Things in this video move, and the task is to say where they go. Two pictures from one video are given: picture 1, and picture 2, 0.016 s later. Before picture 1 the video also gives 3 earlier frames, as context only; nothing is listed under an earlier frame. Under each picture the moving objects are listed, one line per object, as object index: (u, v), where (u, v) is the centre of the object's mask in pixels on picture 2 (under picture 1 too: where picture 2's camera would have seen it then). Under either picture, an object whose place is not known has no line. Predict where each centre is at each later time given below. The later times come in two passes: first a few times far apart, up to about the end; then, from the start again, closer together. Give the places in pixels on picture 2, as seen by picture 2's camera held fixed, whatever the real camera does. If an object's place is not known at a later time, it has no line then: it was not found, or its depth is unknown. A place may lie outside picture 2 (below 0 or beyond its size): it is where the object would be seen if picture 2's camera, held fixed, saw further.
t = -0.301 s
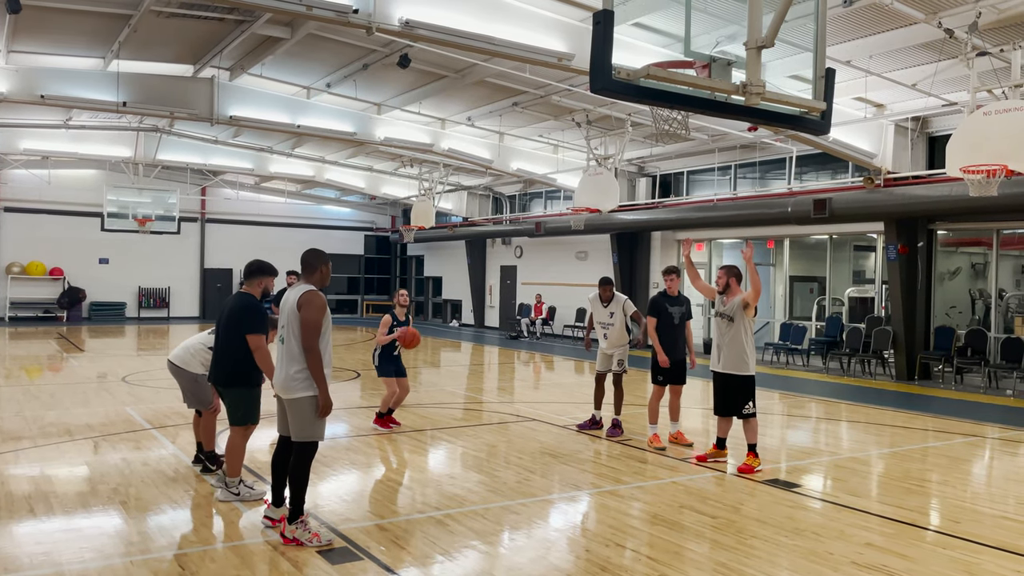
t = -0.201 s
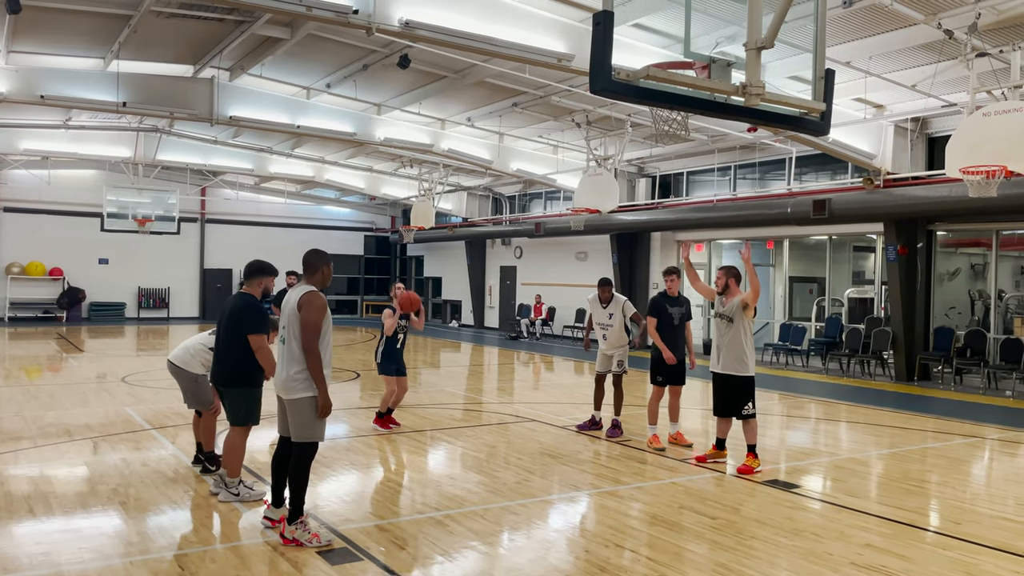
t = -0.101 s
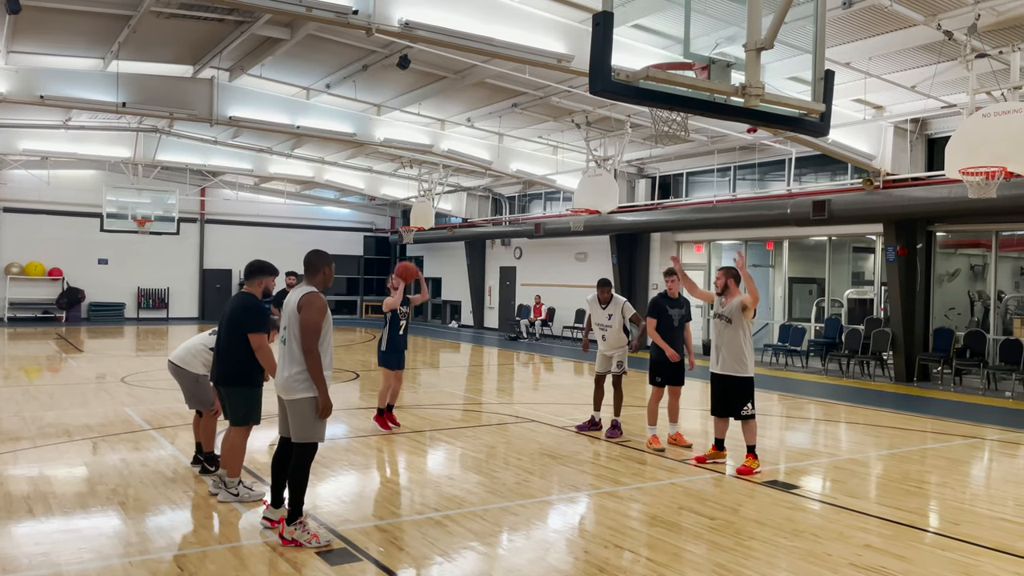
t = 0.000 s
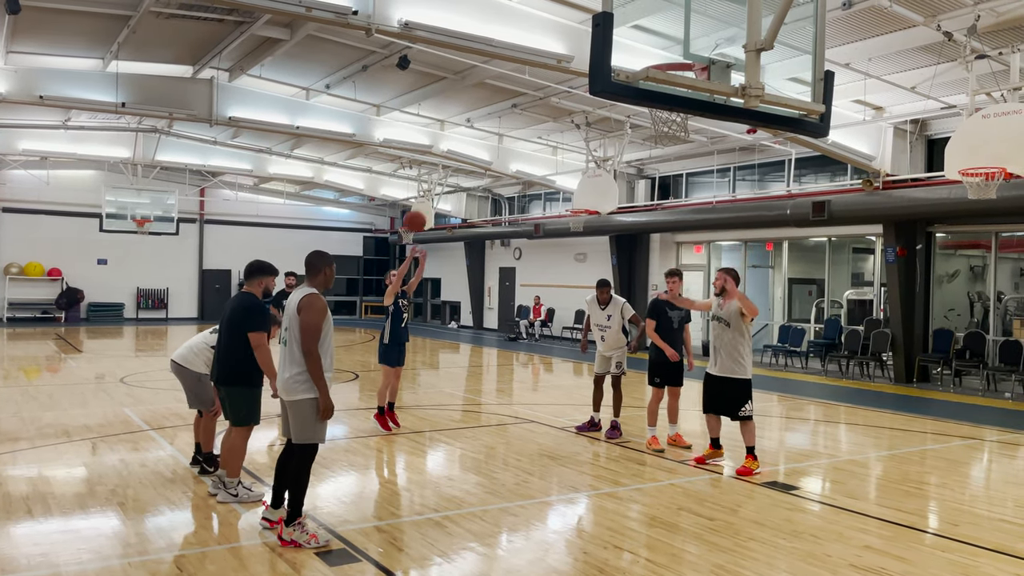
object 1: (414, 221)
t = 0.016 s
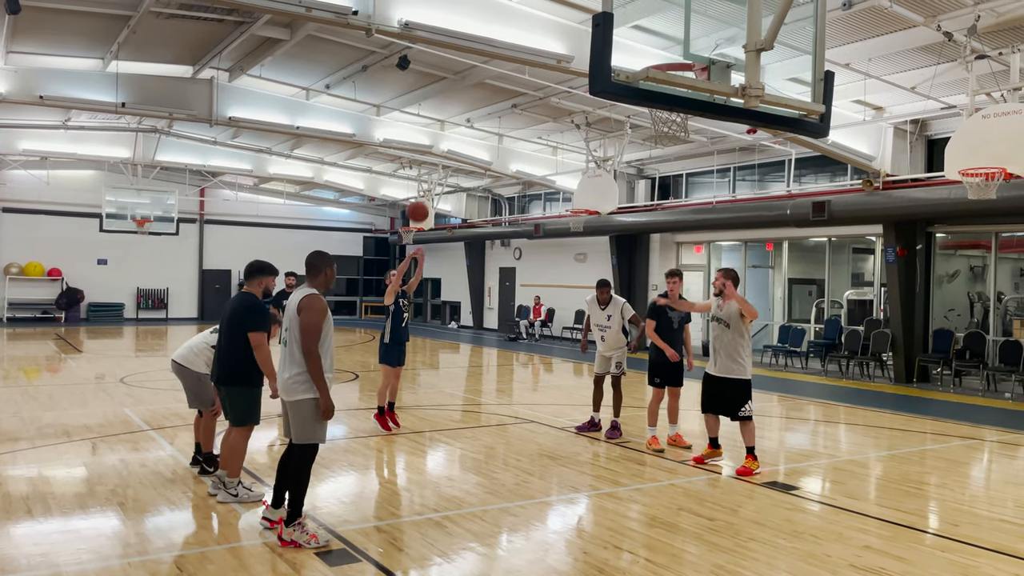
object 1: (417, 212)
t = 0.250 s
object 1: (458, 96)
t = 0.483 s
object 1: (505, 20)
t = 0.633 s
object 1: (540, 3)
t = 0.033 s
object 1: (420, 202)
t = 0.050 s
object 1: (423, 193)
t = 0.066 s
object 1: (425, 184)
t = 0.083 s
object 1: (428, 175)
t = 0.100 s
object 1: (431, 166)
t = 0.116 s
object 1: (434, 158)
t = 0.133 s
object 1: (437, 150)
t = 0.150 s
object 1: (439, 142)
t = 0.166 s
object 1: (442, 133)
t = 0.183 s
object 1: (446, 126)
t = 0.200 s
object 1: (449, 118)
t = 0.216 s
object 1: (451, 110)
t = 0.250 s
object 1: (458, 96)
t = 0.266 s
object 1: (461, 89)
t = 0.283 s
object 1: (464, 83)
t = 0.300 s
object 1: (467, 76)
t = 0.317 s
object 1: (470, 70)
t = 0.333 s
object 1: (473, 64)
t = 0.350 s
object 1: (477, 58)
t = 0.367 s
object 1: (480, 52)
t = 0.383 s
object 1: (484, 48)
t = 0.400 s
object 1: (487, 42)
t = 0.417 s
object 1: (490, 37)
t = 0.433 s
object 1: (494, 33)
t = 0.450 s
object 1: (497, 28)
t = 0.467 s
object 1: (501, 24)
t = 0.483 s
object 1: (505, 20)
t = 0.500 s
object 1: (508, 16)
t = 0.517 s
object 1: (512, 13)
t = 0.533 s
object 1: (516, 10)
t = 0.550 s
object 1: (520, 8)
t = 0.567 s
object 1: (524, 6)
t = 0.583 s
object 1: (527, 5)
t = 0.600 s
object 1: (532, 4)
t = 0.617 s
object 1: (536, 3)
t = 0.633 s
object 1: (540, 3)
